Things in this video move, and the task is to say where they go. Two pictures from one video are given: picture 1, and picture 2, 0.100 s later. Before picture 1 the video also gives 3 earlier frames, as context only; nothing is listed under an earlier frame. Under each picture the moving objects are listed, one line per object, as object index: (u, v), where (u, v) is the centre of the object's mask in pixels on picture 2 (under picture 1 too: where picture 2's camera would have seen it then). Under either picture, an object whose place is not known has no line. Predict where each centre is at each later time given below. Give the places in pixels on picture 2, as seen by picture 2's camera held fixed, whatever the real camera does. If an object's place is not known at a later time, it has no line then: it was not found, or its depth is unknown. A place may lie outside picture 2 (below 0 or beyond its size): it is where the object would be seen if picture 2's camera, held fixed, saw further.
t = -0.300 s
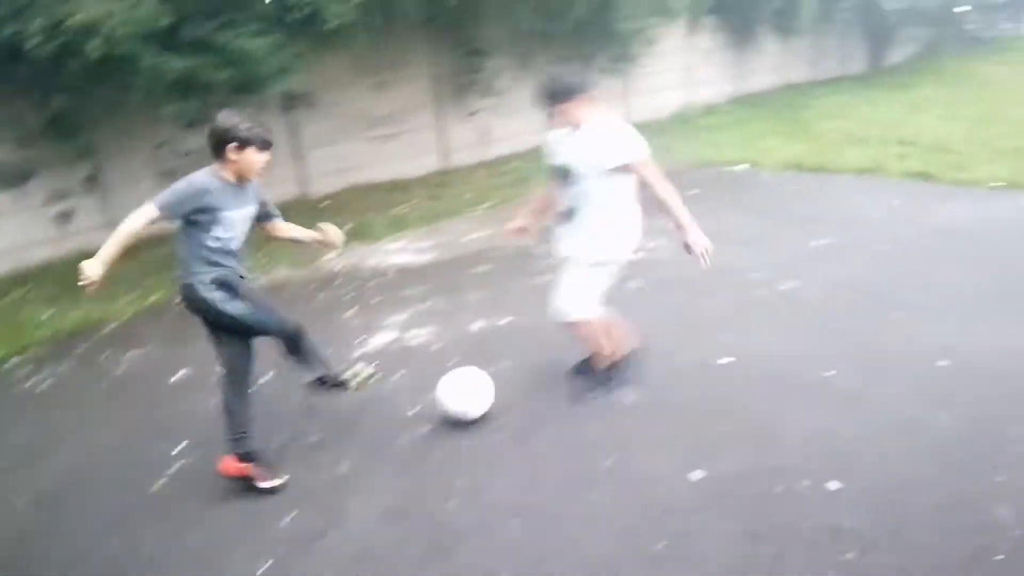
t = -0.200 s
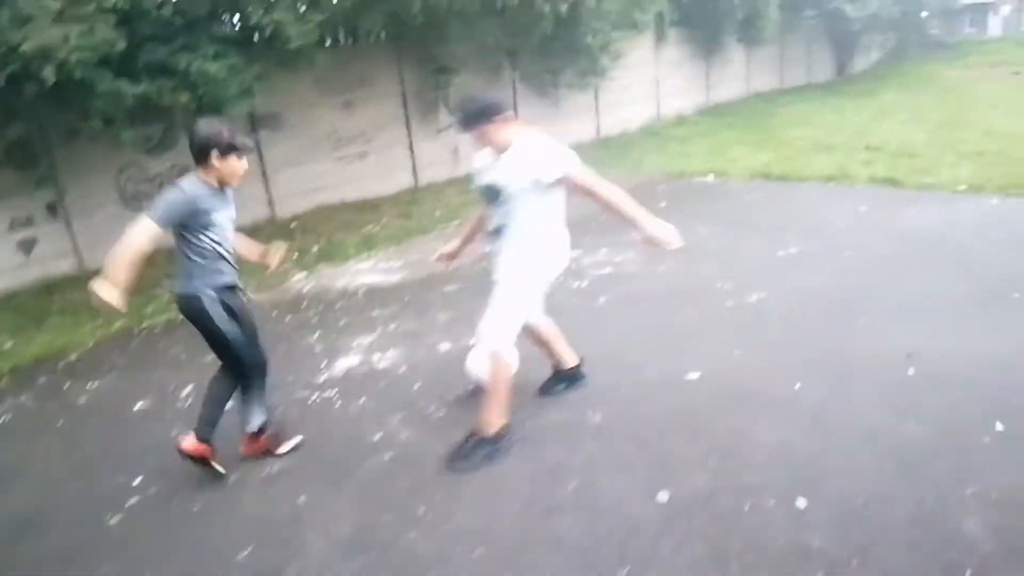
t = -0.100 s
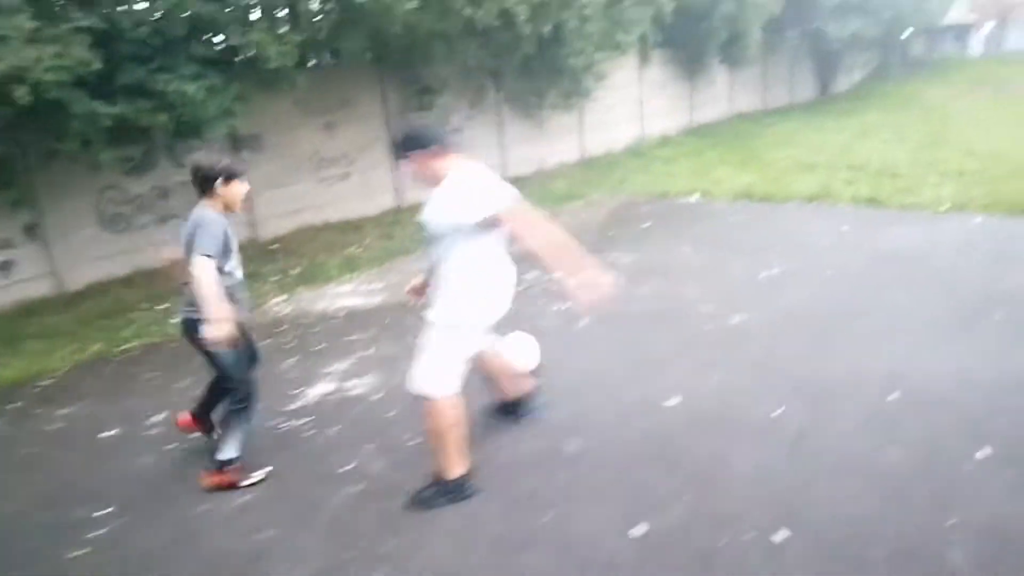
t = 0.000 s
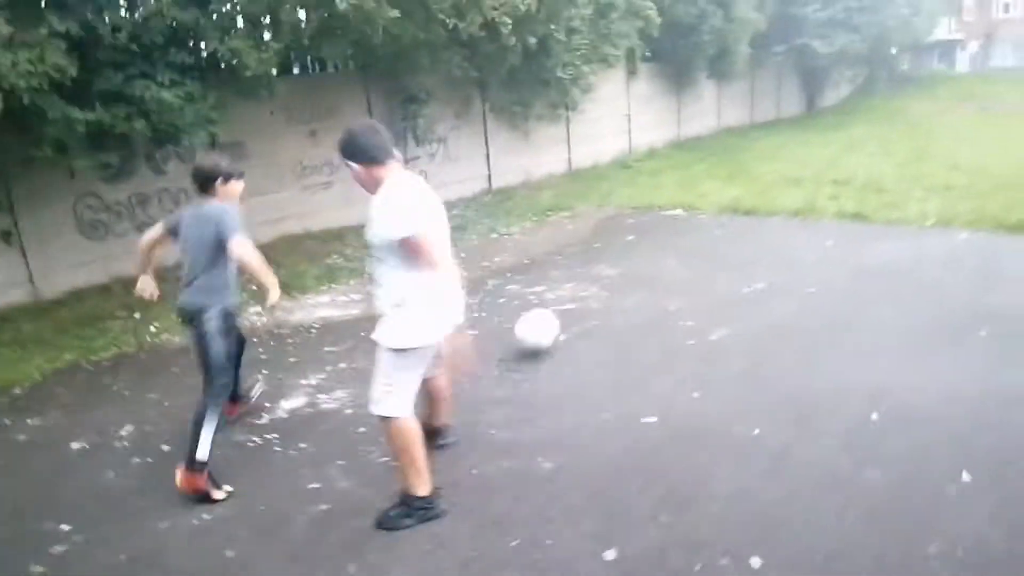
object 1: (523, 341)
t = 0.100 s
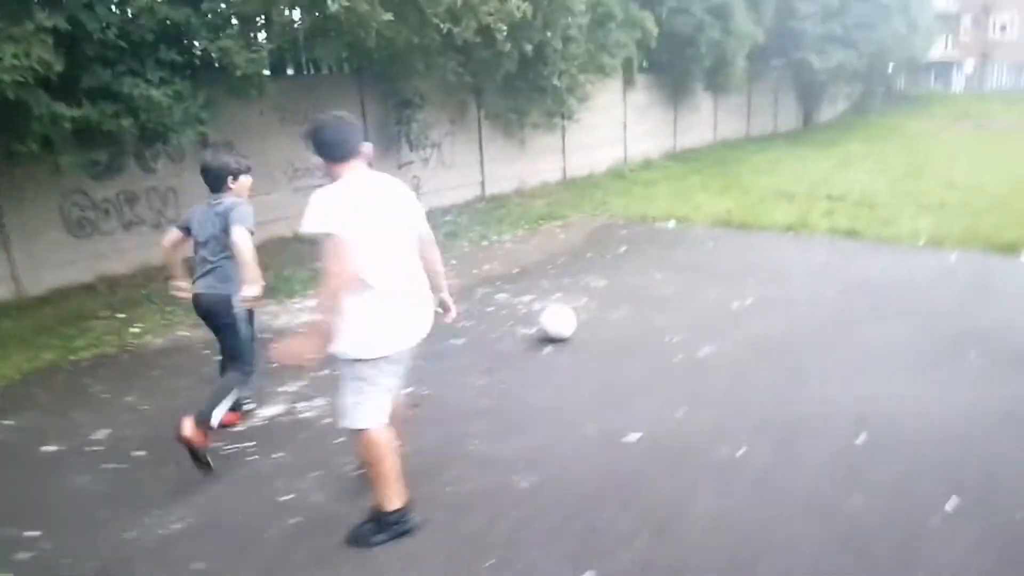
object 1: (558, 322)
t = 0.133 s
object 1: (569, 313)
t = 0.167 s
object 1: (579, 307)
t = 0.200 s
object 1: (587, 302)
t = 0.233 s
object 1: (597, 294)
